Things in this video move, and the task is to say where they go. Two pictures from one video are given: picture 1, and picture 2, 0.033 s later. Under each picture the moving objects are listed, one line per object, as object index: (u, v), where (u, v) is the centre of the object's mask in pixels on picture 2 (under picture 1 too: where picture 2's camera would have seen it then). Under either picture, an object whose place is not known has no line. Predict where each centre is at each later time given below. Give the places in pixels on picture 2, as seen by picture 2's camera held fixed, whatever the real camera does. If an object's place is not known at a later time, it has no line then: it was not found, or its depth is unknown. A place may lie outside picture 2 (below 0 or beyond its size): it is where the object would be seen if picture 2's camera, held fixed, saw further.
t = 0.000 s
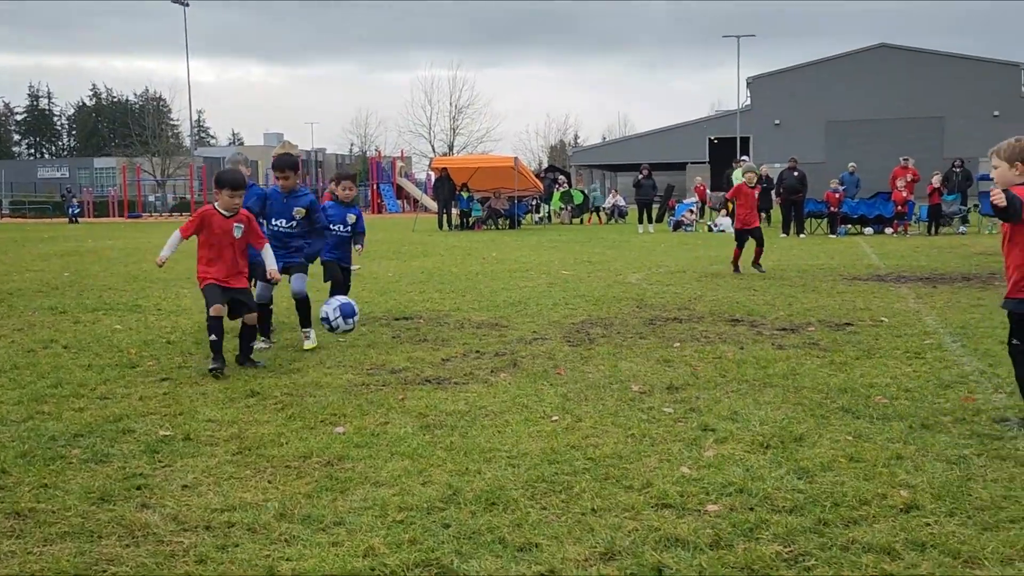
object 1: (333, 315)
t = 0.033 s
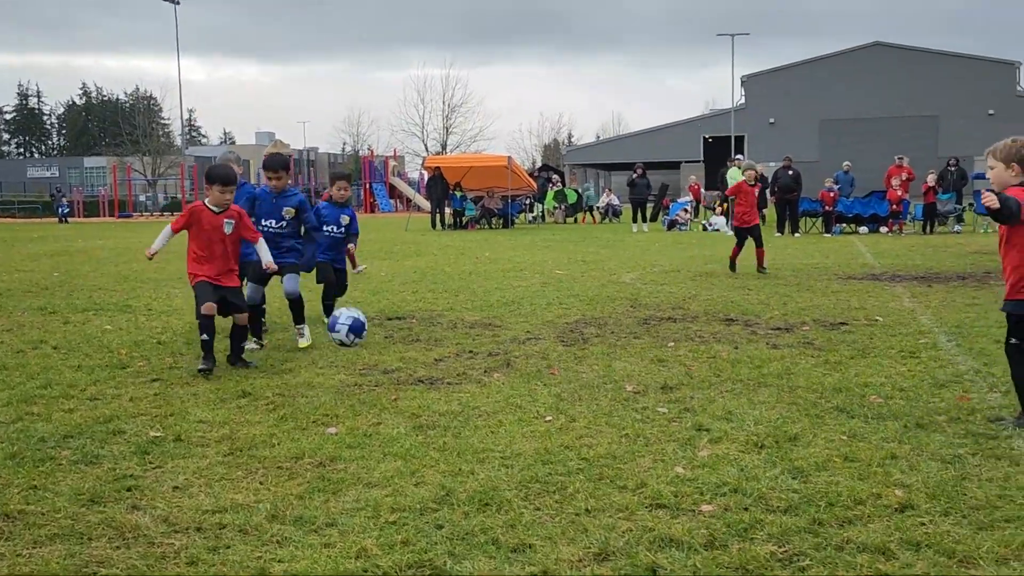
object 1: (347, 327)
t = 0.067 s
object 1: (362, 341)
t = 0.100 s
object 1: (379, 360)
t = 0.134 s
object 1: (397, 381)
